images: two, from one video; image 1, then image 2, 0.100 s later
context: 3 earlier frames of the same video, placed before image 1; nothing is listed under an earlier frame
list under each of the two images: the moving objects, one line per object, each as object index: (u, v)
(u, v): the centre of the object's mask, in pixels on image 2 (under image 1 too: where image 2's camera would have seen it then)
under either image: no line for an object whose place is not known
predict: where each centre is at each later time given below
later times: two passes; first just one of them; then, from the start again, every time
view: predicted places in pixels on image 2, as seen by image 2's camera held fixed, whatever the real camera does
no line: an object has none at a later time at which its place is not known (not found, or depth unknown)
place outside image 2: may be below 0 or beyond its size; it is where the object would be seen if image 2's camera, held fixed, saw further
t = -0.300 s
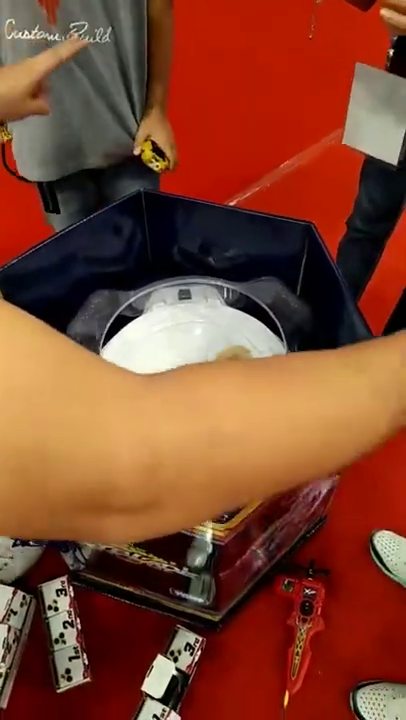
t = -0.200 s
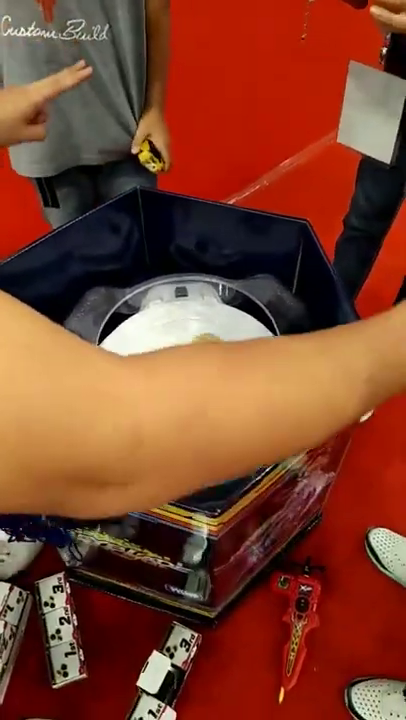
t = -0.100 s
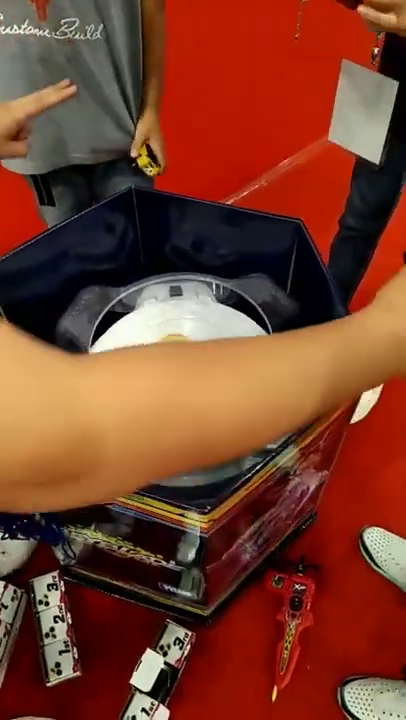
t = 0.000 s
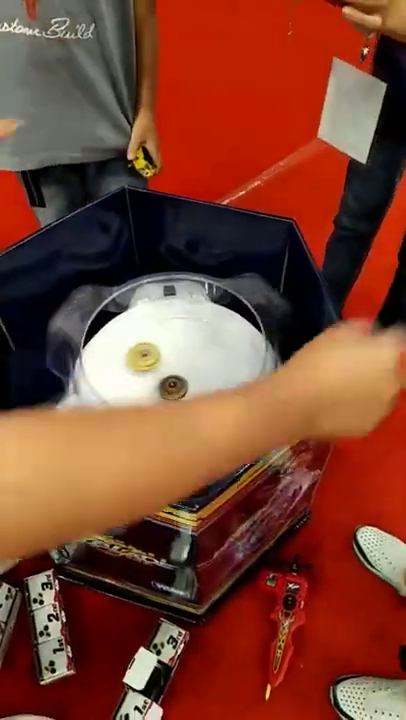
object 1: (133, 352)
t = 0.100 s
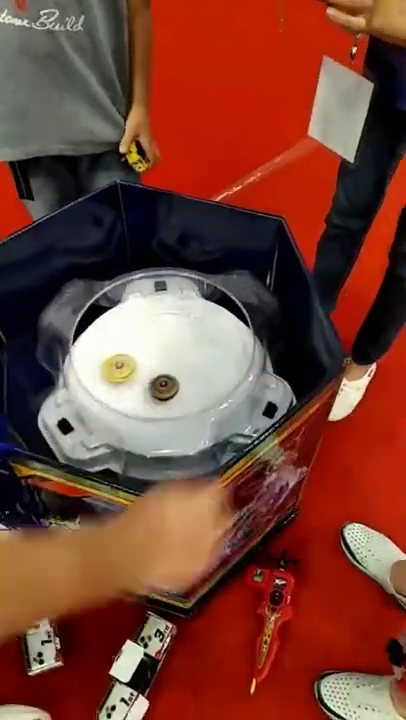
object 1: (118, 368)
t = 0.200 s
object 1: (114, 388)
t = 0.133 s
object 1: (116, 375)
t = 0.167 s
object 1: (114, 381)
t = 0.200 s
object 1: (114, 388)
